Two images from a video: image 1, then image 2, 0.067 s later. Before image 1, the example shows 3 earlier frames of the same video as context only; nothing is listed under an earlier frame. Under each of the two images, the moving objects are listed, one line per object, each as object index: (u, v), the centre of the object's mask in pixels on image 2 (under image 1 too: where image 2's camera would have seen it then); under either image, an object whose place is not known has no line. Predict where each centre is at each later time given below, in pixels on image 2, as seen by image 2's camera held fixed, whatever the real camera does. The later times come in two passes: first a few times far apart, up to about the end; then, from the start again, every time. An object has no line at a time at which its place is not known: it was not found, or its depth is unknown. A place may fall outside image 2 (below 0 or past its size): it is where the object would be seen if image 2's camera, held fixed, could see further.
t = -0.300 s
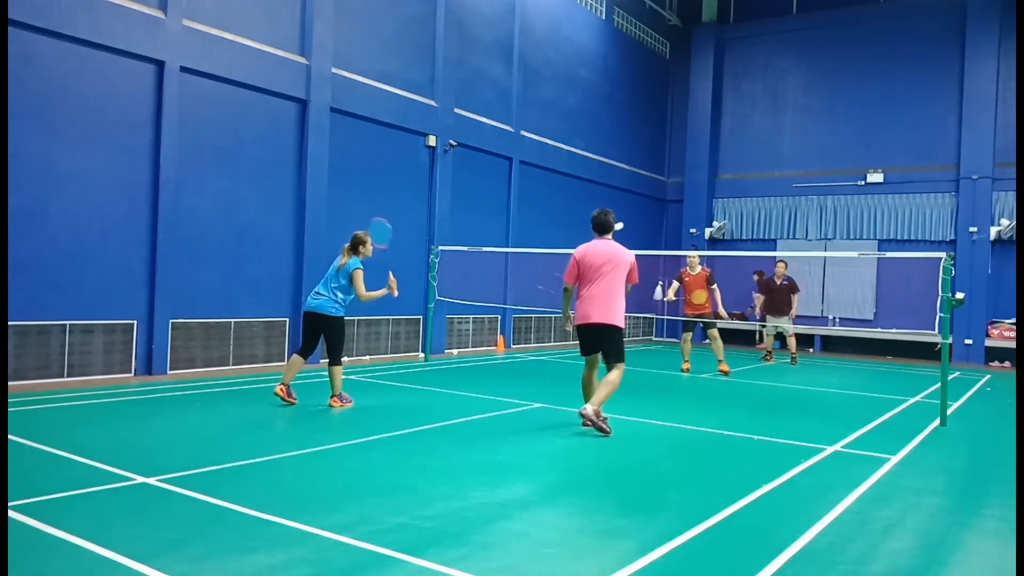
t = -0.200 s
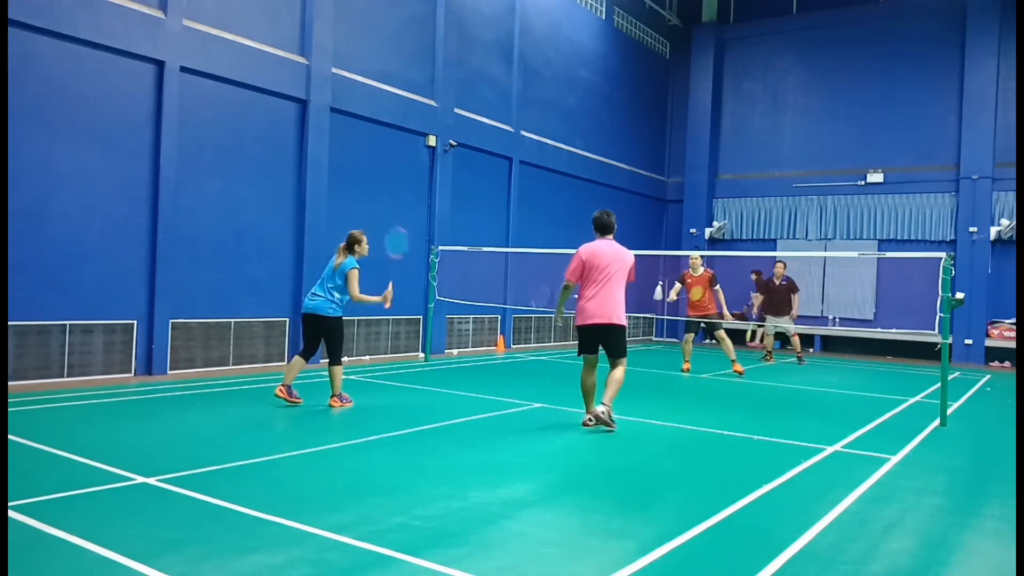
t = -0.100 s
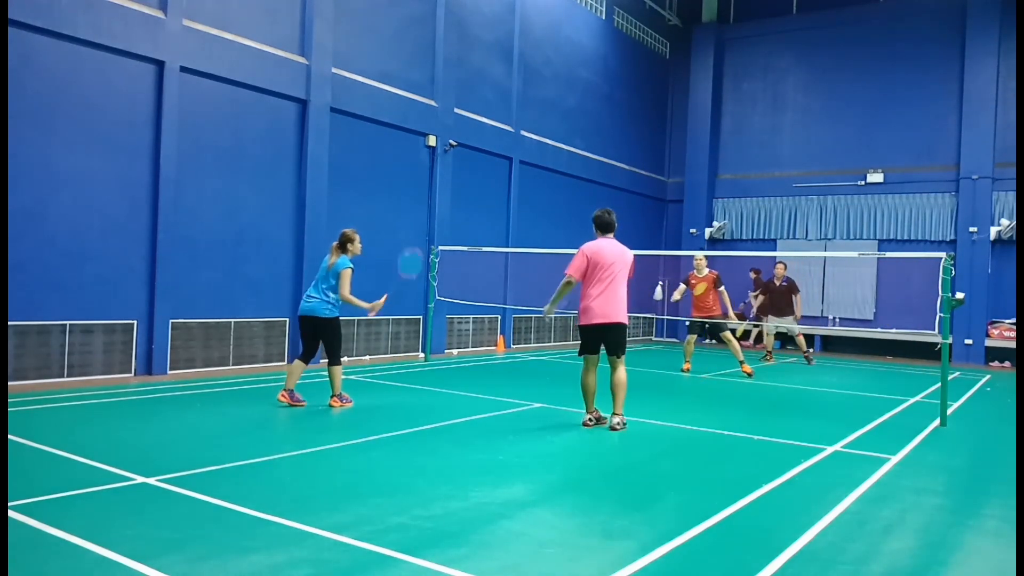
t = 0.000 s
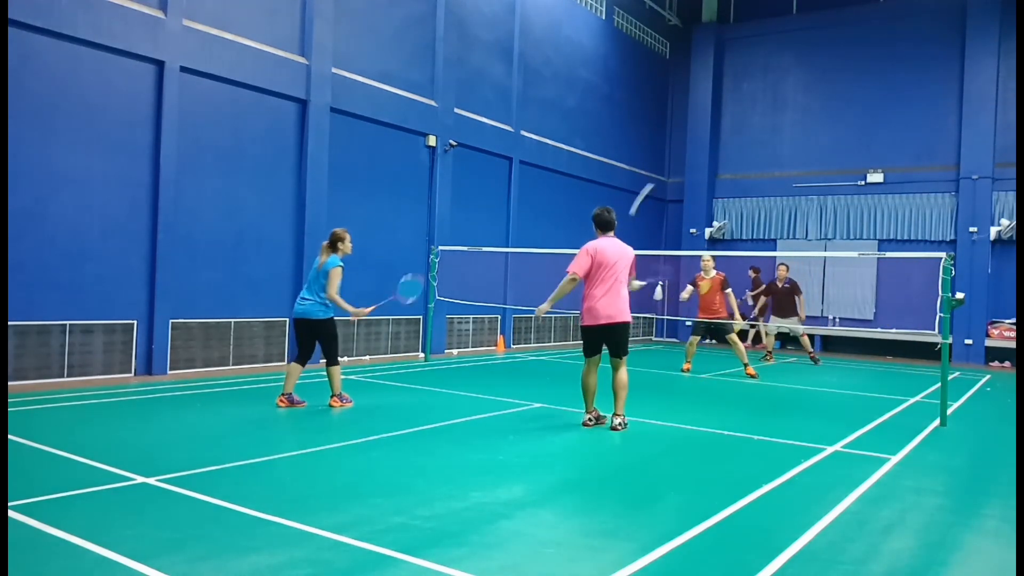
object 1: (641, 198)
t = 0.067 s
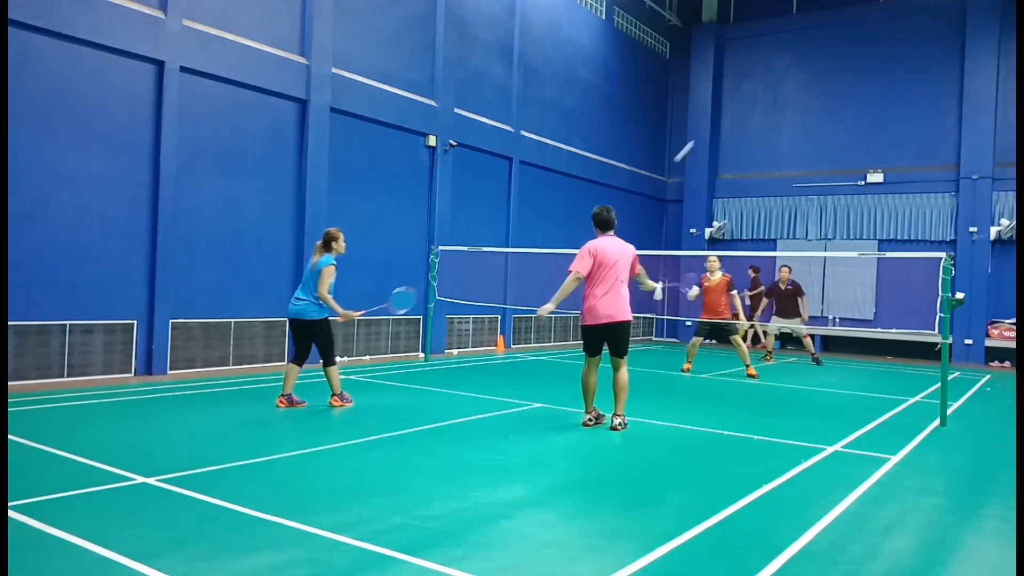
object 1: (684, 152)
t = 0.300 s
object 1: (763, 81)
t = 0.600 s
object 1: (813, 82)
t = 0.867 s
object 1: (840, 126)
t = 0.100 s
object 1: (701, 134)
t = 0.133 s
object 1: (714, 120)
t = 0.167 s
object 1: (727, 108)
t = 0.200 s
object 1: (737, 99)
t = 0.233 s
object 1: (747, 92)
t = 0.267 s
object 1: (756, 86)
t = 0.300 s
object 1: (763, 81)
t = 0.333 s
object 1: (771, 78)
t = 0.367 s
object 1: (777, 75)
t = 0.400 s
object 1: (783, 74)
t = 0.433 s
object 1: (789, 74)
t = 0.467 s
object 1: (794, 74)
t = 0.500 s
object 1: (799, 75)
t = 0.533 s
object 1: (804, 77)
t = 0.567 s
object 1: (809, 79)
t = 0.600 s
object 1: (813, 82)
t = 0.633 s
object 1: (817, 86)
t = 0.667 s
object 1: (821, 90)
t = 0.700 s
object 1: (825, 95)
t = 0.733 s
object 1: (828, 100)
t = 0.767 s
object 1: (831, 106)
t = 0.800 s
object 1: (835, 112)
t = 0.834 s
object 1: (838, 119)
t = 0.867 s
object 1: (840, 126)
